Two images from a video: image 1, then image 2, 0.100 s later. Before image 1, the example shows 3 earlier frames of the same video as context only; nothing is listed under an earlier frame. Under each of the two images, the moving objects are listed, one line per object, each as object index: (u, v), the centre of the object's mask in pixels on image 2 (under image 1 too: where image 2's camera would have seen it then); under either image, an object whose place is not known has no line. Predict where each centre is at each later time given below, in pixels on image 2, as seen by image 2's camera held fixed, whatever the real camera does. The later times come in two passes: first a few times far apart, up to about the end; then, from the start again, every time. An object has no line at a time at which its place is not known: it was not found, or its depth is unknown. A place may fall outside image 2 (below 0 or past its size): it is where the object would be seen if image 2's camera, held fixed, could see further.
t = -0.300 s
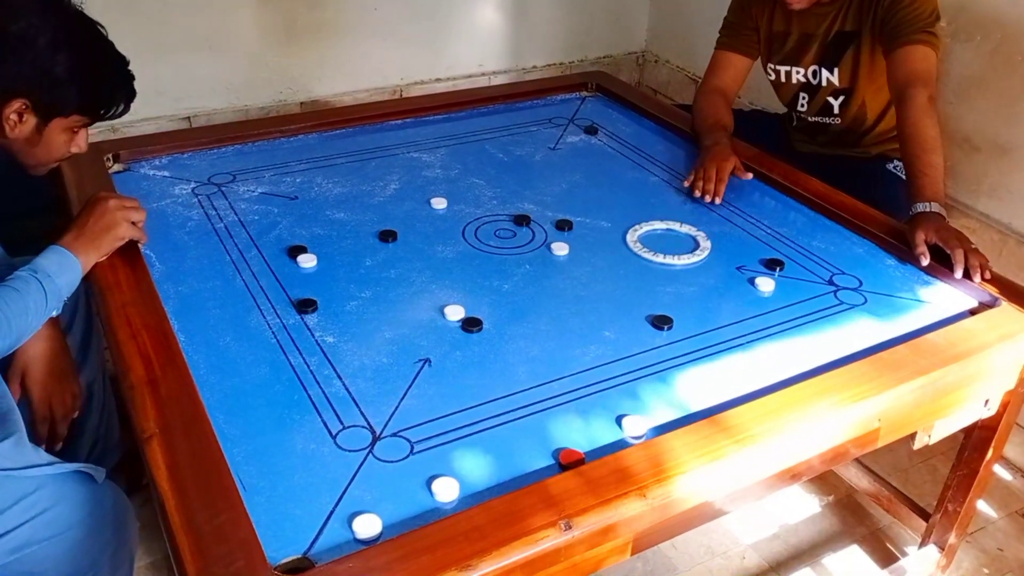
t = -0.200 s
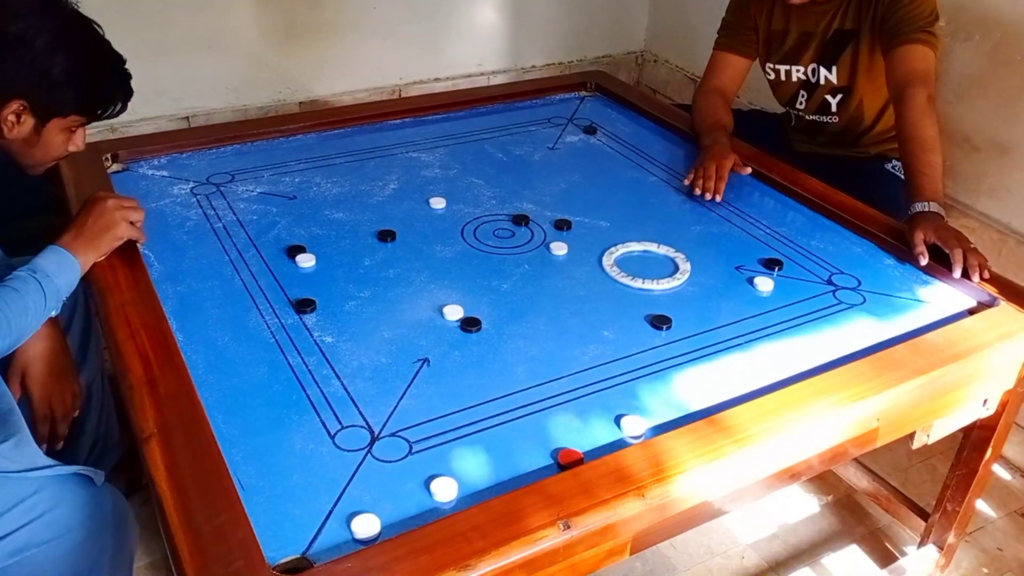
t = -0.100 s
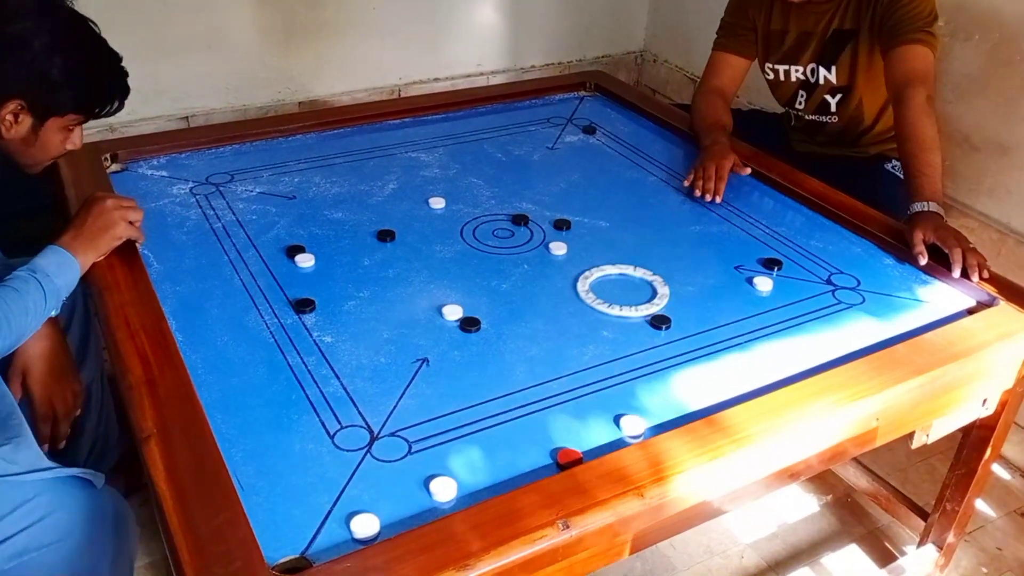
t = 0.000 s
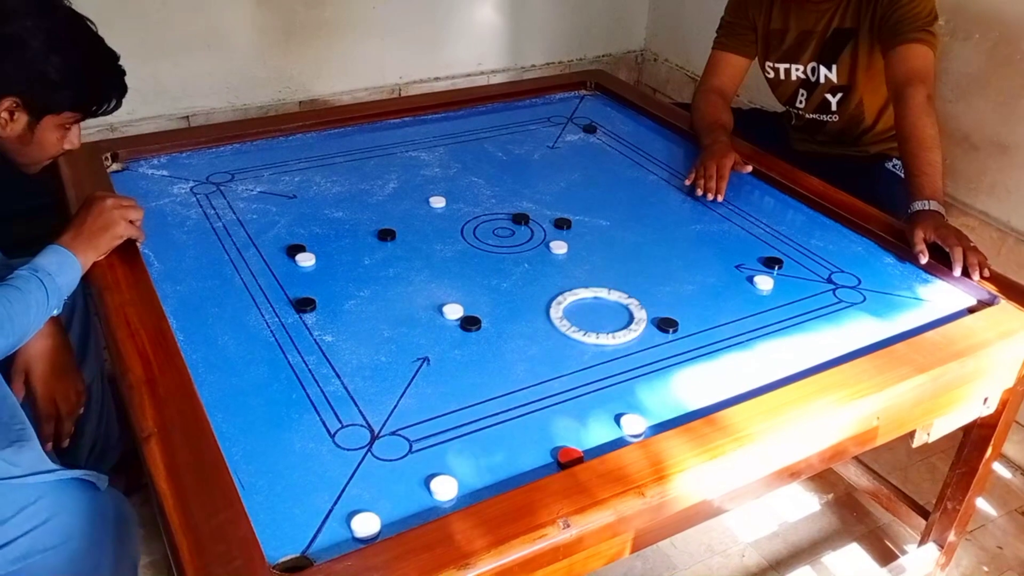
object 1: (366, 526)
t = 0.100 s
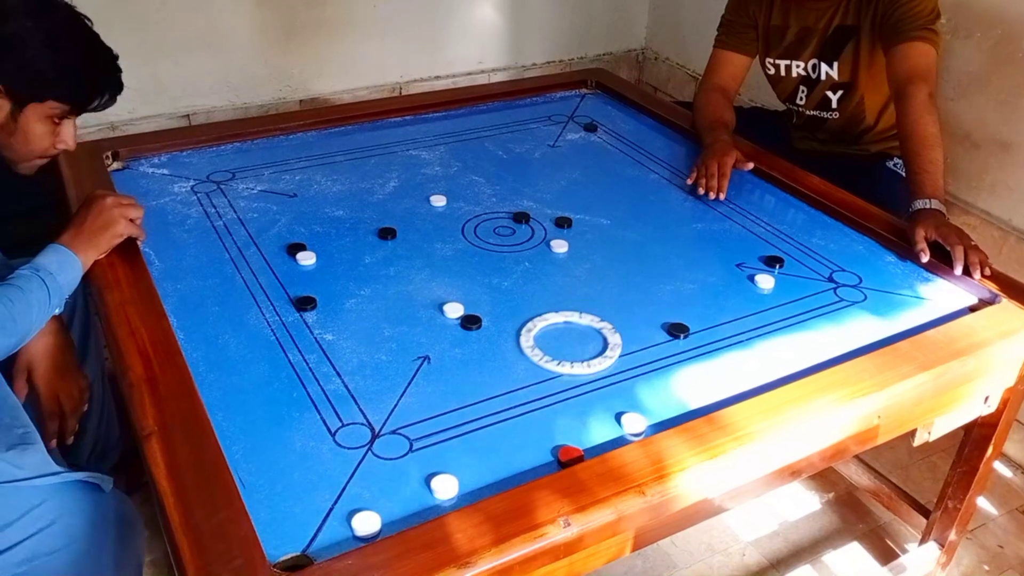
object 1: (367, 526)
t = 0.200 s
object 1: (366, 526)
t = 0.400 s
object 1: (366, 526)
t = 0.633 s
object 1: (304, 531)
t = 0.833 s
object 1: (275, 538)
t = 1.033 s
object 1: (280, 544)
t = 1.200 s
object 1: (283, 546)
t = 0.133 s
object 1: (366, 526)
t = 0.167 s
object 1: (366, 526)
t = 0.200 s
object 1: (366, 526)
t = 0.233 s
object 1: (366, 526)
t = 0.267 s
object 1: (367, 526)
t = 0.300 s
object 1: (366, 526)
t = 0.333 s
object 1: (366, 526)
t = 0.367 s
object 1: (366, 526)
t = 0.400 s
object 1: (366, 526)
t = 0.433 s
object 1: (366, 526)
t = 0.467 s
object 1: (366, 526)
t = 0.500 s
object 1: (366, 526)
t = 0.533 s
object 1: (357, 523)
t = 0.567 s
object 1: (341, 525)
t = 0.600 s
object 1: (322, 527)
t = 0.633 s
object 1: (304, 531)
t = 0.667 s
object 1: (287, 533)
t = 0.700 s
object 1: (274, 535)
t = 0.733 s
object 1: (285, 530)
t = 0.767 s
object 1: (277, 534)
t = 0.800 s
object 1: (275, 537)
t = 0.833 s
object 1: (275, 538)
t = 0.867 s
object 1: (275, 540)
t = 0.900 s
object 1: (276, 541)
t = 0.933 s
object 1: (277, 542)
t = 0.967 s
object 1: (278, 543)
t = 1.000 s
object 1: (279, 544)
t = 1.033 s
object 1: (280, 544)
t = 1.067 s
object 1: (280, 545)
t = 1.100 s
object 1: (281, 545)
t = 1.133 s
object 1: (282, 545)
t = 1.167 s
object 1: (283, 546)
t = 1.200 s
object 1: (283, 546)
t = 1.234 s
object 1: (284, 546)
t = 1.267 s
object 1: (285, 546)
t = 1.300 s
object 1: (285, 546)
